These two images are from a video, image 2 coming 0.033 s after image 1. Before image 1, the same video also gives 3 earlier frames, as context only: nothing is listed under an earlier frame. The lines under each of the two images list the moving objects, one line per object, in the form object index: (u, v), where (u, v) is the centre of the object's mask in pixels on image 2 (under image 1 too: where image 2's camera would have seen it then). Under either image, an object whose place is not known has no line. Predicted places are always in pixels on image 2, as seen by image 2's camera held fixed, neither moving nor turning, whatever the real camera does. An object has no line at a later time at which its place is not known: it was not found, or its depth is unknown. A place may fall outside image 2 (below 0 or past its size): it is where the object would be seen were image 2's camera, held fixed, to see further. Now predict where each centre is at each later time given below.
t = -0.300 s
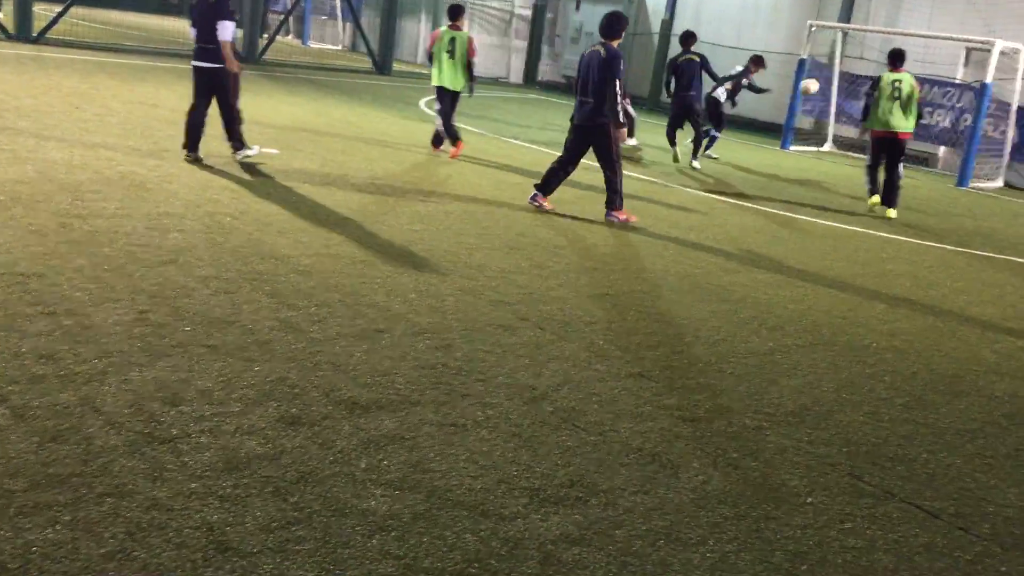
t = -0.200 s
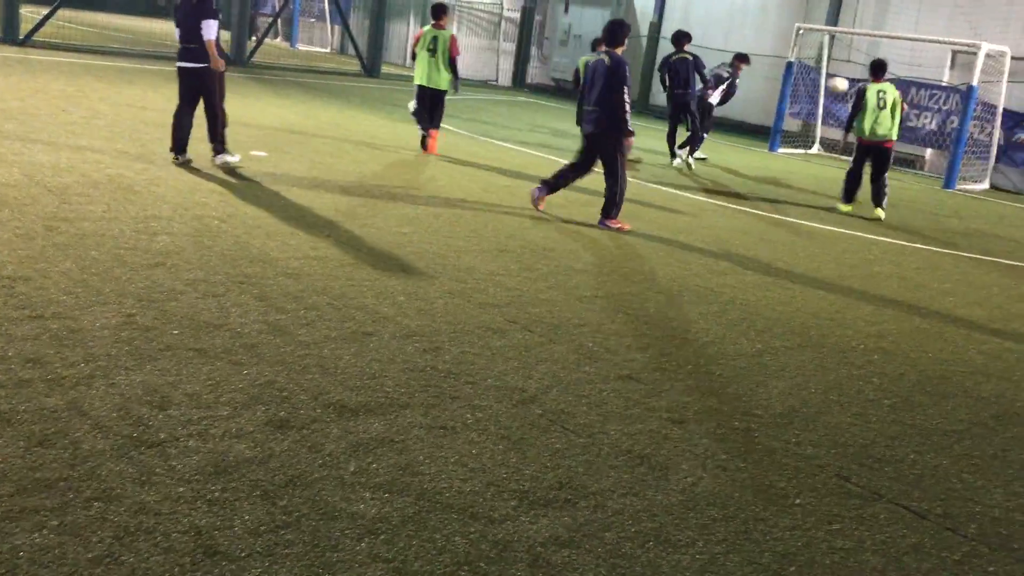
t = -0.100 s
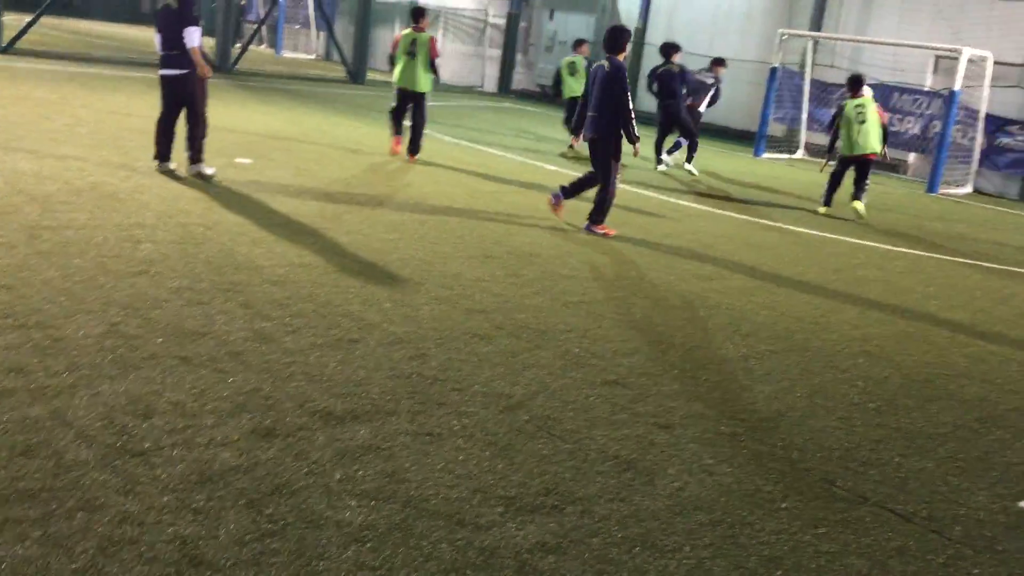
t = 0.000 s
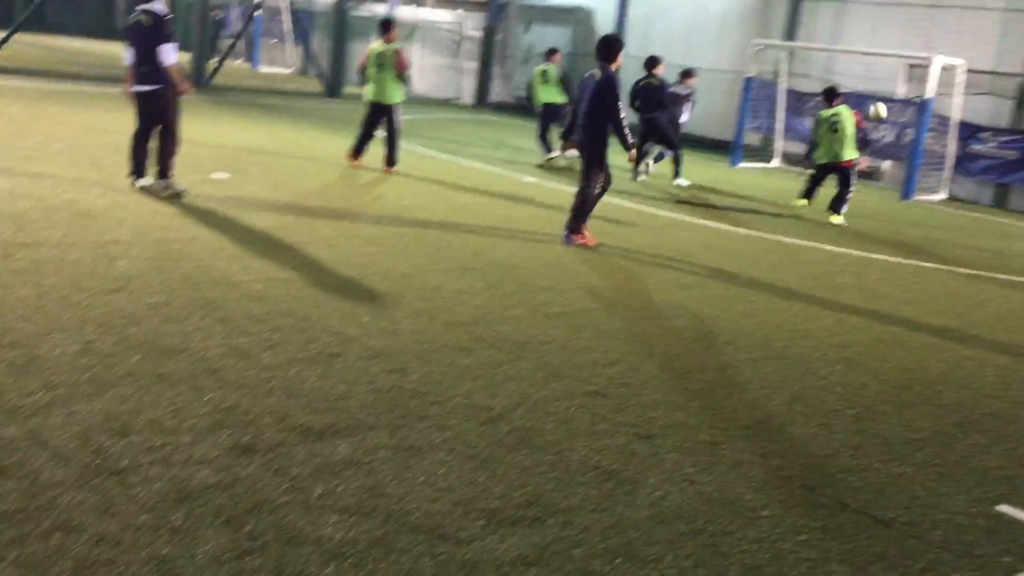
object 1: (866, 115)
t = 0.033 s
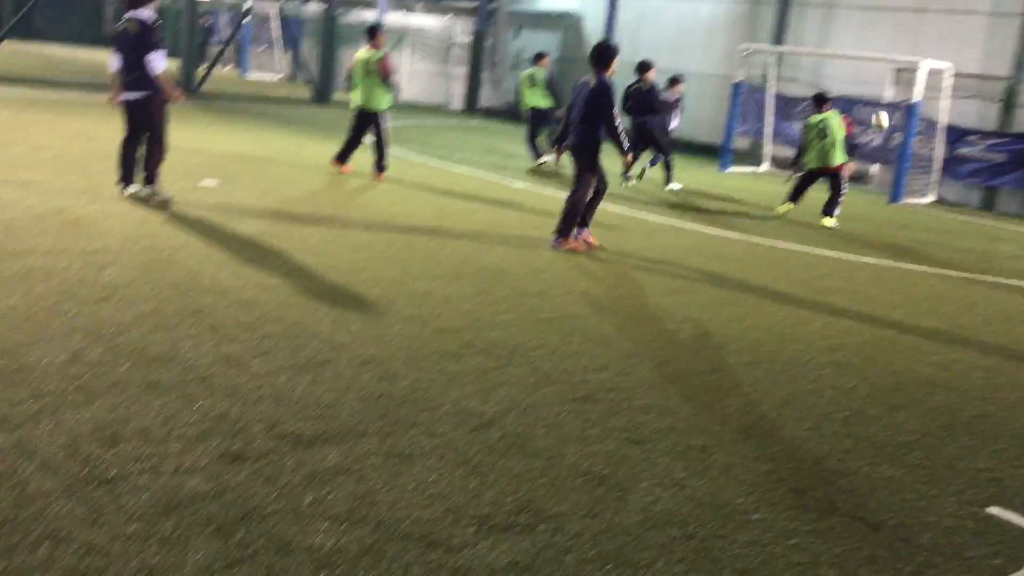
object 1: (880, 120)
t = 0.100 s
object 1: (909, 134)
